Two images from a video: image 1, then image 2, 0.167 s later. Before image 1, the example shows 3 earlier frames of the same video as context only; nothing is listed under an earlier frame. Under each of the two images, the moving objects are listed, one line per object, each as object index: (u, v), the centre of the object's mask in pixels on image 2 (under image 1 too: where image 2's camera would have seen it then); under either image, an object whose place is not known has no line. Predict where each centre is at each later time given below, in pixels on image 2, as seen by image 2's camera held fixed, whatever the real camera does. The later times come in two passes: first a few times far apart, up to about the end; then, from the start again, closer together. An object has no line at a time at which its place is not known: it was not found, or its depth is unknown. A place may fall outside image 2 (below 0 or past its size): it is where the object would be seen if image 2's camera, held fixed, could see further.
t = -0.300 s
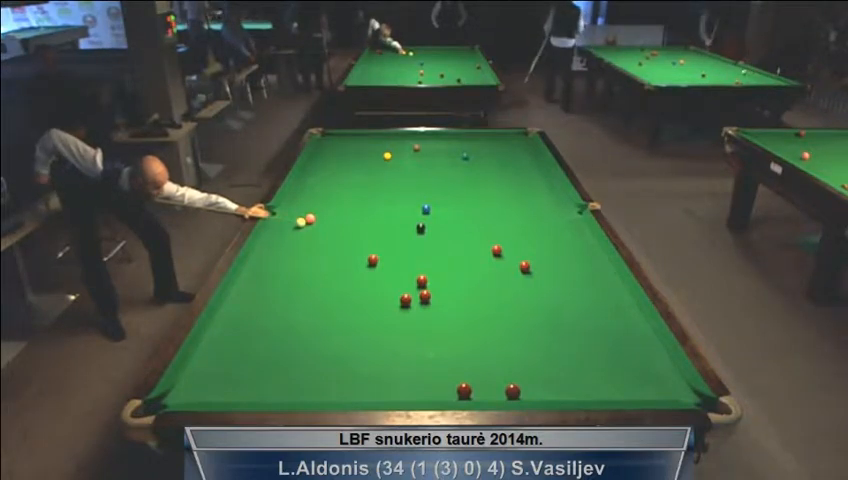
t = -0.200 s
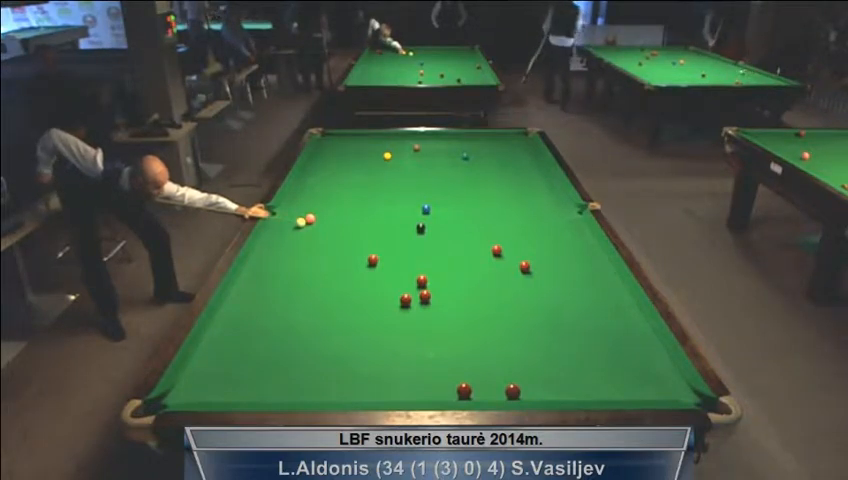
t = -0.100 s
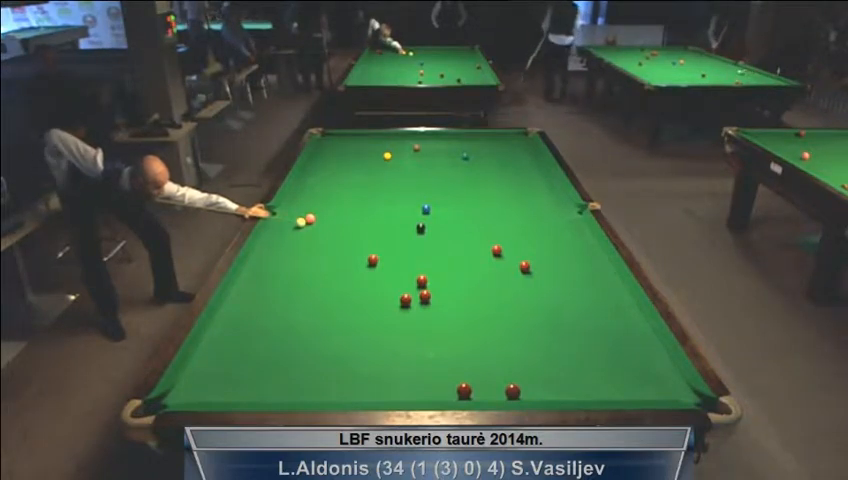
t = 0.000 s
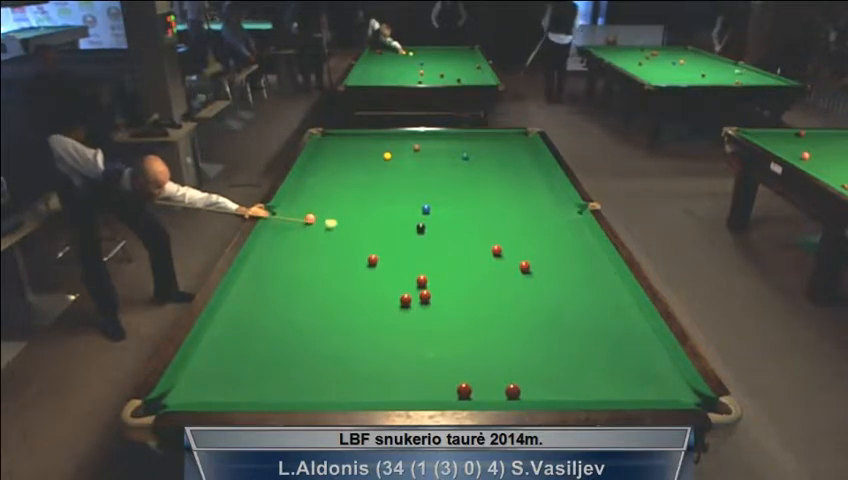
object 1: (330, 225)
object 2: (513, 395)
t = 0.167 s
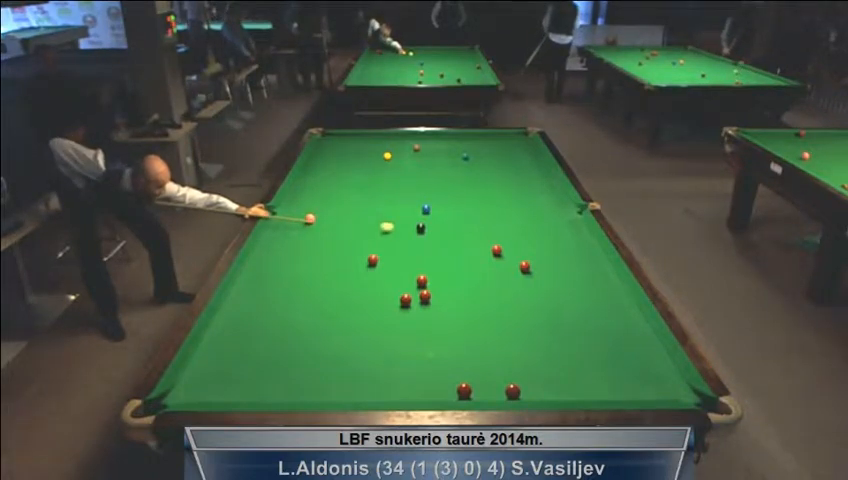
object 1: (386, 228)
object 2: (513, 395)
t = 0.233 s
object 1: (409, 229)
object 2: (512, 393)
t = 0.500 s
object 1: (443, 243)
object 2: (512, 393)
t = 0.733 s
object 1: (478, 257)
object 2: (512, 393)
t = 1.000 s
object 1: (520, 273)
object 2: (512, 393)
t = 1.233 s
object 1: (560, 288)
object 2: (512, 393)
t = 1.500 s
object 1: (609, 306)
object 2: (512, 393)
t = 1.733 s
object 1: (634, 322)
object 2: (512, 393)
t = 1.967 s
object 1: (617, 334)
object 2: (512, 393)
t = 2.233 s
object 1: (598, 350)
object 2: (512, 393)
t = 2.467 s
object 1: (580, 364)
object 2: (512, 393)
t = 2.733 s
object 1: (559, 380)
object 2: (512, 393)
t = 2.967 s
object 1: (540, 393)
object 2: (512, 393)
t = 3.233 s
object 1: (527, 390)
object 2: (505, 393)
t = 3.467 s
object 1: (523, 383)
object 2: (495, 391)
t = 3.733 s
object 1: (520, 377)
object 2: (485, 391)
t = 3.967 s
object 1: (517, 373)
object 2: (479, 390)
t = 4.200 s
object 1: (515, 370)
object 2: (478, 390)
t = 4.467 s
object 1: (514, 367)
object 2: (478, 390)
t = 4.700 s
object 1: (513, 366)
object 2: (478, 390)
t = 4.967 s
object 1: (513, 366)
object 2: (478, 390)
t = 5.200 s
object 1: (513, 366)
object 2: (478, 388)
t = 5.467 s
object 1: (513, 367)
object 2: (478, 387)
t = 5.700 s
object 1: (513, 366)
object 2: (478, 387)
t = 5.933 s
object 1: (513, 366)
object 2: (478, 387)
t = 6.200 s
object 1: (513, 366)
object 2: (478, 387)
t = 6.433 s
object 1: (513, 366)
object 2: (478, 387)
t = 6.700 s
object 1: (513, 366)
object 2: (478, 387)
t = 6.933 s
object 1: (513, 366)
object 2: (478, 387)
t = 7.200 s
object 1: (513, 366)
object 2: (478, 386)
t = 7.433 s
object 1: (513, 366)
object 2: (478, 386)
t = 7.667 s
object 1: (513, 366)
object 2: (478, 386)
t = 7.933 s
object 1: (513, 366)
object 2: (478, 386)
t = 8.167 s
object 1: (513, 366)
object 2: (477, 387)
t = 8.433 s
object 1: (513, 366)
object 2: (477, 387)
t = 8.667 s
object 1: (513, 366)
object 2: (478, 387)
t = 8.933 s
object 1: (512, 366)
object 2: (478, 387)
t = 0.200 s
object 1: (398, 228)
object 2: (512, 393)
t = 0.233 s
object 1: (409, 229)
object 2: (512, 393)
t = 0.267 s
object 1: (414, 231)
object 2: (512, 393)
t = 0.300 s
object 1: (416, 233)
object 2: (512, 393)
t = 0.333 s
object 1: (419, 235)
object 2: (512, 393)
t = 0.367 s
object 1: (424, 237)
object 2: (512, 393)
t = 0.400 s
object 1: (429, 238)
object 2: (512, 393)
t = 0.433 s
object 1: (433, 240)
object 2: (512, 393)
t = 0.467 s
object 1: (438, 242)
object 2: (512, 393)
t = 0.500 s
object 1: (443, 243)
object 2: (512, 393)
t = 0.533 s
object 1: (448, 245)
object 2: (512, 393)
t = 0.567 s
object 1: (453, 247)
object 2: (512, 393)
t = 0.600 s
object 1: (458, 249)
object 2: (512, 393)
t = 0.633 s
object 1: (462, 251)
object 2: (512, 393)
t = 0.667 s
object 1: (468, 253)
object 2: (512, 393)
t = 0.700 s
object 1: (473, 255)
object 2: (512, 393)
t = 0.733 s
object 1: (478, 257)
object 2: (512, 393)
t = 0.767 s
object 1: (483, 259)
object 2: (512, 393)
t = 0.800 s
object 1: (488, 260)
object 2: (512, 393)
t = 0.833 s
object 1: (493, 263)
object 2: (512, 393)
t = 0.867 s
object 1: (499, 264)
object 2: (512, 393)
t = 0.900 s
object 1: (504, 267)
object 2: (512, 393)
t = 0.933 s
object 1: (509, 268)
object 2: (512, 393)
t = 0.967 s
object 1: (515, 271)
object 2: (512, 393)
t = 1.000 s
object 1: (520, 273)
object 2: (512, 393)
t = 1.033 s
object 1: (526, 275)
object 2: (512, 393)
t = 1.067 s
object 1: (531, 277)
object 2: (512, 393)
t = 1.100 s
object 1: (537, 279)
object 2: (512, 393)
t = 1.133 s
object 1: (543, 281)
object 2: (512, 393)
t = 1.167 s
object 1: (549, 283)
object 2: (512, 393)
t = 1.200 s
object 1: (555, 285)
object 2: (512, 393)
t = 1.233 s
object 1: (560, 288)
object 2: (512, 393)
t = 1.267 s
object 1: (566, 290)
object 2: (512, 393)
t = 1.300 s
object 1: (572, 292)
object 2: (512, 393)
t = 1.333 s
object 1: (578, 294)
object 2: (512, 393)
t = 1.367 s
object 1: (585, 296)
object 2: (512, 393)
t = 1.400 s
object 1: (591, 298)
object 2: (512, 393)
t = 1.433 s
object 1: (597, 301)
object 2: (512, 393)
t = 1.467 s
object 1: (603, 303)
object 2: (512, 393)
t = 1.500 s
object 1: (609, 306)
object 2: (512, 393)
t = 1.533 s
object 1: (615, 308)
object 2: (512, 393)
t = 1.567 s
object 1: (622, 311)
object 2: (512, 393)
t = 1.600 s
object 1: (628, 313)
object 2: (512, 393)
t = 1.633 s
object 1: (635, 315)
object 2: (512, 393)
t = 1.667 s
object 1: (639, 318)
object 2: (512, 393)
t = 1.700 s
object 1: (636, 320)
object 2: (512, 393)
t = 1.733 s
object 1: (634, 322)
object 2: (512, 393)
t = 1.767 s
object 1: (631, 323)
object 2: (512, 393)
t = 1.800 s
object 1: (629, 325)
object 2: (512, 393)
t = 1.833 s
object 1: (627, 327)
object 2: (512, 393)
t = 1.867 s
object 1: (624, 329)
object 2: (512, 393)
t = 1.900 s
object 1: (622, 331)
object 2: (512, 393)
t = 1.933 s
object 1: (620, 333)
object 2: (512, 393)
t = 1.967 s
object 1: (617, 334)
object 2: (512, 393)
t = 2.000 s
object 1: (615, 337)
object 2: (512, 393)
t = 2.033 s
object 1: (612, 338)
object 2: (512, 393)
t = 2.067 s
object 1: (610, 341)
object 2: (512, 393)
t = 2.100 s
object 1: (608, 343)
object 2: (512, 393)
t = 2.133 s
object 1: (605, 344)
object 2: (512, 393)
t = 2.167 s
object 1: (602, 346)
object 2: (512, 393)
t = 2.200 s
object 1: (600, 349)
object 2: (512, 393)
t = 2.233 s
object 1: (598, 350)
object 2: (512, 393)
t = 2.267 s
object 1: (595, 352)
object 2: (512, 393)
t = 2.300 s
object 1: (593, 354)
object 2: (512, 393)
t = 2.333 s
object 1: (590, 356)
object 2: (512, 393)
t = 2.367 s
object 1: (587, 358)
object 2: (512, 393)
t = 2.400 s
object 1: (585, 360)
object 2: (512, 393)
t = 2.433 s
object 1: (583, 362)
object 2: (512, 393)
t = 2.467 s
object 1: (580, 364)
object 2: (512, 393)
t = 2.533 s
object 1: (575, 368)
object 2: (512, 393)
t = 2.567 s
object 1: (572, 370)
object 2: (512, 393)
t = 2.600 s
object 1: (570, 372)
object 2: (512, 393)
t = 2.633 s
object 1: (567, 375)
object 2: (512, 393)
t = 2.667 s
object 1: (565, 377)
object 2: (512, 393)
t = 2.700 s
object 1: (562, 378)
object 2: (512, 393)
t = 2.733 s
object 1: (559, 380)
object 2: (512, 393)
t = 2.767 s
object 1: (557, 383)
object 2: (512, 393)
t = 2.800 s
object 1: (554, 384)
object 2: (512, 393)
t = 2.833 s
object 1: (551, 386)
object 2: (512, 393)
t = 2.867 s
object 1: (549, 389)
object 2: (512, 393)
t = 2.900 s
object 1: (546, 391)
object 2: (512, 393)
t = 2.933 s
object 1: (544, 392)
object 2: (512, 393)
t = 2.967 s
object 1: (540, 393)
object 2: (512, 393)
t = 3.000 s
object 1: (538, 394)
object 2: (512, 393)
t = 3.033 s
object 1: (534, 393)
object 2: (512, 393)
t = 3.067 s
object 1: (532, 393)
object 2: (512, 393)
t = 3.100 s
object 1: (529, 393)
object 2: (511, 393)
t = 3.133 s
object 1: (528, 392)
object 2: (510, 393)
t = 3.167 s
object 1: (528, 392)
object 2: (509, 393)
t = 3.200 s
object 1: (528, 391)
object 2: (507, 392)
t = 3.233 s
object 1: (527, 390)
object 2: (505, 393)
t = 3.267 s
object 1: (526, 389)
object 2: (504, 392)
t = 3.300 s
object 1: (525, 388)
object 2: (502, 392)
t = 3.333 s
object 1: (525, 386)
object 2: (501, 392)
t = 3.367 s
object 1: (524, 385)
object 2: (499, 392)
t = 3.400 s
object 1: (524, 384)
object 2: (497, 392)
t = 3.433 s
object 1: (523, 383)
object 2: (496, 392)
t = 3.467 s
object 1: (523, 383)
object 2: (495, 391)
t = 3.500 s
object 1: (523, 382)
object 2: (493, 391)
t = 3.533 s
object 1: (522, 381)
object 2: (492, 391)
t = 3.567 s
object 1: (522, 380)
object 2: (491, 391)
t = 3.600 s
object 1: (522, 380)
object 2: (489, 391)
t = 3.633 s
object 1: (521, 379)
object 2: (488, 391)
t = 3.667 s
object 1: (521, 378)
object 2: (487, 391)
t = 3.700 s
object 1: (520, 377)
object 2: (486, 391)
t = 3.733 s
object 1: (520, 377)
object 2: (485, 391)
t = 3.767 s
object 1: (519, 377)
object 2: (483, 391)
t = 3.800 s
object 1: (519, 376)
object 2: (482, 391)
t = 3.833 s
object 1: (519, 375)
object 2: (481, 390)
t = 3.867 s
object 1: (518, 374)
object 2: (480, 390)
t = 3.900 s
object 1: (518, 374)
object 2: (479, 390)
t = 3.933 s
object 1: (517, 373)
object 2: (479, 390)
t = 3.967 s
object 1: (517, 373)
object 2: (479, 390)
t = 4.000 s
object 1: (517, 372)
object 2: (478, 390)
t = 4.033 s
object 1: (517, 372)
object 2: (478, 390)
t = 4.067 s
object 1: (516, 371)
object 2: (478, 390)
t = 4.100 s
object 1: (516, 371)
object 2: (478, 390)
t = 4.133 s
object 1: (516, 371)
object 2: (478, 390)
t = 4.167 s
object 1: (516, 370)
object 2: (478, 390)
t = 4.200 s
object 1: (515, 370)
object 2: (478, 390)
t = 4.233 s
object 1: (515, 369)
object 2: (478, 390)
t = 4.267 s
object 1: (515, 369)
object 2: (478, 390)
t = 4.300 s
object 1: (514, 368)
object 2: (478, 390)
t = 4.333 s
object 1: (514, 368)
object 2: (478, 390)
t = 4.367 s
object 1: (514, 368)
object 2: (478, 390)
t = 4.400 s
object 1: (514, 368)
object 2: (478, 390)
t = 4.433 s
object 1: (514, 367)
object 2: (478, 390)
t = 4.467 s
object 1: (514, 367)
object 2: (478, 390)
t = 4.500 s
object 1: (514, 367)
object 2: (478, 390)
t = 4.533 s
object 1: (513, 367)
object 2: (478, 390)
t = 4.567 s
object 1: (513, 367)
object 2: (478, 390)
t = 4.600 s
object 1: (513, 367)
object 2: (478, 390)
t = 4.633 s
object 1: (513, 366)
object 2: (478, 390)
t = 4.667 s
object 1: (513, 366)
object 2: (478, 390)
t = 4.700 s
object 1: (513, 366)
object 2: (478, 390)
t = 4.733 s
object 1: (513, 366)
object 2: (478, 390)
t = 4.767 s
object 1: (513, 366)
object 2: (478, 390)
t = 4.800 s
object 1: (513, 366)
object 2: (478, 390)
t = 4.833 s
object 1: (513, 366)
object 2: (478, 390)
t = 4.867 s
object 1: (513, 366)
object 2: (478, 390)
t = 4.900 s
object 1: (513, 366)
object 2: (478, 390)
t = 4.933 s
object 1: (513, 366)
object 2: (478, 390)
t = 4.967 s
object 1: (513, 366)
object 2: (478, 390)
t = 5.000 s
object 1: (513, 366)
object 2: (478, 390)
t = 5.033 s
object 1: (513, 366)
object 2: (478, 388)
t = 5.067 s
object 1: (513, 366)
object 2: (478, 388)
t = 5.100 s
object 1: (513, 366)
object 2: (478, 388)
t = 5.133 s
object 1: (513, 366)
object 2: (478, 388)
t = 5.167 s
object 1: (513, 366)
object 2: (478, 388)
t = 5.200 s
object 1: (513, 366)
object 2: (478, 388)
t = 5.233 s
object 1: (513, 366)
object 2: (478, 387)
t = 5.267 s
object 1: (513, 366)
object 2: (478, 387)
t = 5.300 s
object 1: (513, 366)
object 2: (478, 387)
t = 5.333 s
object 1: (513, 366)
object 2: (478, 387)
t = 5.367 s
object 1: (513, 366)
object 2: (478, 388)
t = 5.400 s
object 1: (513, 366)
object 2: (478, 388)
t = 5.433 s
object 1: (513, 367)
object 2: (478, 387)
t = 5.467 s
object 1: (513, 367)
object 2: (478, 387)
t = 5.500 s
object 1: (513, 366)
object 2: (478, 387)
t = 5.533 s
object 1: (513, 366)
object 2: (478, 387)
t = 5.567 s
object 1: (513, 366)
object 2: (478, 387)
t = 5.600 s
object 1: (513, 366)
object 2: (478, 387)
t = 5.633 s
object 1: (513, 366)
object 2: (478, 387)
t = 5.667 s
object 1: (513, 366)
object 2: (478, 387)
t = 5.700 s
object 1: (513, 366)
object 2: (478, 387)
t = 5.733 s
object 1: (513, 366)
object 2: (478, 387)
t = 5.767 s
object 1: (513, 366)
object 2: (478, 387)
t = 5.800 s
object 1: (513, 367)
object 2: (478, 387)
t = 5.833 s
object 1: (513, 366)
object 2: (478, 387)
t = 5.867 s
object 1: (513, 366)
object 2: (478, 387)
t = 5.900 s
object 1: (513, 366)
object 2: (478, 387)
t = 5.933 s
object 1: (513, 366)
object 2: (478, 387)
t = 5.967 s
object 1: (513, 366)
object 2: (478, 387)
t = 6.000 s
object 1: (513, 366)
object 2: (478, 387)
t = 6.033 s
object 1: (513, 366)
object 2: (478, 387)
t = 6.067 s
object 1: (513, 366)
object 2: (478, 387)
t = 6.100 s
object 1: (513, 366)
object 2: (478, 387)
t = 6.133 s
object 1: (513, 366)
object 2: (478, 387)
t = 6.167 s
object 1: (513, 366)
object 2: (478, 387)
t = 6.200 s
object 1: (513, 366)
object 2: (478, 387)
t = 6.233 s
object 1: (513, 366)
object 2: (478, 387)
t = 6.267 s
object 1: (513, 366)
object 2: (478, 387)
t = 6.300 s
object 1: (513, 366)
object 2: (478, 387)
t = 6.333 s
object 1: (513, 366)
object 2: (478, 387)
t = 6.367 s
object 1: (513, 366)
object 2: (478, 387)
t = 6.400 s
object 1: (513, 366)
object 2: (478, 387)
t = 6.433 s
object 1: (513, 366)
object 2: (478, 387)
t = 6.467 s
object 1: (513, 366)
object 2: (478, 387)
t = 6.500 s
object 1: (513, 366)
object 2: (478, 387)
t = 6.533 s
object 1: (513, 366)
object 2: (478, 387)
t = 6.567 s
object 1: (513, 366)
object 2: (478, 387)
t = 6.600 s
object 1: (513, 366)
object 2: (478, 387)
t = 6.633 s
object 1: (513, 366)
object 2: (478, 387)
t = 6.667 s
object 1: (513, 366)
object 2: (478, 387)
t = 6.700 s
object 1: (513, 366)
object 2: (478, 387)
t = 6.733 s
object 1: (513, 366)
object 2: (478, 387)
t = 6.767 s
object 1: (513, 366)
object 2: (478, 387)
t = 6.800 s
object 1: (513, 366)
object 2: (478, 387)
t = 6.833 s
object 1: (513, 366)
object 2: (478, 387)
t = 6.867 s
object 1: (513, 366)
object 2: (478, 387)
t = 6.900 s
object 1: (513, 366)
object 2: (478, 387)
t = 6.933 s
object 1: (513, 366)
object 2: (478, 387)
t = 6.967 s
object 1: (513, 366)
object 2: (478, 387)
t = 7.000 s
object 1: (513, 366)
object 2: (478, 387)
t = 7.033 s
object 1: (513, 366)
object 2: (478, 387)
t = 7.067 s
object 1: (513, 366)
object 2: (478, 387)
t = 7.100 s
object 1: (513, 366)
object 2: (478, 387)
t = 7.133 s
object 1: (513, 366)
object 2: (478, 387)
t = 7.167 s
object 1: (513, 366)
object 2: (478, 387)
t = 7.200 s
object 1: (513, 366)
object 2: (478, 386)
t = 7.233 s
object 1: (513, 366)
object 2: (478, 386)
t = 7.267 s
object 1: (513, 366)
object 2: (478, 386)
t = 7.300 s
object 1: (513, 366)
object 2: (478, 386)
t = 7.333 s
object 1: (513, 366)
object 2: (478, 386)
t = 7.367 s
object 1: (513, 366)
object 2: (478, 386)
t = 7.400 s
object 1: (513, 366)
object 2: (478, 386)
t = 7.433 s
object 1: (513, 366)
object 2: (478, 386)
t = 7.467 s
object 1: (513, 366)
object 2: (478, 386)
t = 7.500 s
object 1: (513, 366)
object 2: (478, 386)
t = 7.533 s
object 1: (513, 366)
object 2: (478, 386)
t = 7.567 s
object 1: (513, 366)
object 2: (478, 386)
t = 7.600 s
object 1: (513, 366)
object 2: (478, 386)
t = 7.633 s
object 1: (513, 366)
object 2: (478, 386)
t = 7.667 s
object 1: (513, 366)
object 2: (478, 386)
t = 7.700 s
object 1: (513, 366)
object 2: (478, 386)
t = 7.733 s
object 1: (513, 366)
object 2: (478, 386)
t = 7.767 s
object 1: (513, 366)
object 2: (478, 386)
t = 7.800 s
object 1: (513, 366)
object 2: (478, 386)
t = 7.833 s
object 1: (513, 366)
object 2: (478, 386)
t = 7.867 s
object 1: (513, 366)
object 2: (478, 386)
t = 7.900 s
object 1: (513, 366)
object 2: (478, 386)
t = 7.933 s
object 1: (513, 366)
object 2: (478, 386)
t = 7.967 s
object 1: (513, 366)
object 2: (478, 386)
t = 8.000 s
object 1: (513, 366)
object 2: (478, 386)
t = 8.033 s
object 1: (513, 366)
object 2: (478, 386)
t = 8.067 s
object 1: (513, 366)
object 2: (477, 387)
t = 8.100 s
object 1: (513, 366)
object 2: (478, 387)
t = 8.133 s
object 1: (513, 366)
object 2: (478, 387)
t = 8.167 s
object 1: (513, 366)
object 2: (477, 387)
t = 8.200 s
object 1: (513, 366)
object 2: (477, 387)
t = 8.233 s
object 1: (513, 366)
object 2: (477, 387)
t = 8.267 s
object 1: (513, 366)
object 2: (477, 387)
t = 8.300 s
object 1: (513, 366)
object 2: (477, 387)
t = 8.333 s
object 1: (513, 366)
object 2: (477, 387)
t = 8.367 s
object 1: (513, 366)
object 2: (477, 387)
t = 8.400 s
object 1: (513, 366)
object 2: (477, 387)
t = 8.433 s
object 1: (513, 366)
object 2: (477, 387)
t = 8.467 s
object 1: (513, 366)
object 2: (477, 387)
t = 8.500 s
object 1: (513, 366)
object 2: (477, 387)
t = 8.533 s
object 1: (513, 366)
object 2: (477, 387)
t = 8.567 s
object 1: (513, 366)
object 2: (477, 387)
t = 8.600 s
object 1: (513, 366)
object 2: (477, 387)
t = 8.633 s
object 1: (513, 366)
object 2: (477, 387)
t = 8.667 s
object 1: (513, 366)
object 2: (478, 387)
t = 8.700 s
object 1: (513, 366)
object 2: (477, 387)
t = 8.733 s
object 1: (513, 366)
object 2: (477, 387)
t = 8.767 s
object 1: (513, 366)
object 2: (478, 387)
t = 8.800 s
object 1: (512, 366)
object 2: (477, 387)
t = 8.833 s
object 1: (512, 366)
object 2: (478, 387)
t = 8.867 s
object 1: (513, 366)
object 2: (478, 387)
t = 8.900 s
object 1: (512, 366)
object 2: (478, 387)
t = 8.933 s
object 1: (512, 366)
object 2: (478, 387)
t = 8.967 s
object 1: (512, 366)
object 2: (478, 387)
